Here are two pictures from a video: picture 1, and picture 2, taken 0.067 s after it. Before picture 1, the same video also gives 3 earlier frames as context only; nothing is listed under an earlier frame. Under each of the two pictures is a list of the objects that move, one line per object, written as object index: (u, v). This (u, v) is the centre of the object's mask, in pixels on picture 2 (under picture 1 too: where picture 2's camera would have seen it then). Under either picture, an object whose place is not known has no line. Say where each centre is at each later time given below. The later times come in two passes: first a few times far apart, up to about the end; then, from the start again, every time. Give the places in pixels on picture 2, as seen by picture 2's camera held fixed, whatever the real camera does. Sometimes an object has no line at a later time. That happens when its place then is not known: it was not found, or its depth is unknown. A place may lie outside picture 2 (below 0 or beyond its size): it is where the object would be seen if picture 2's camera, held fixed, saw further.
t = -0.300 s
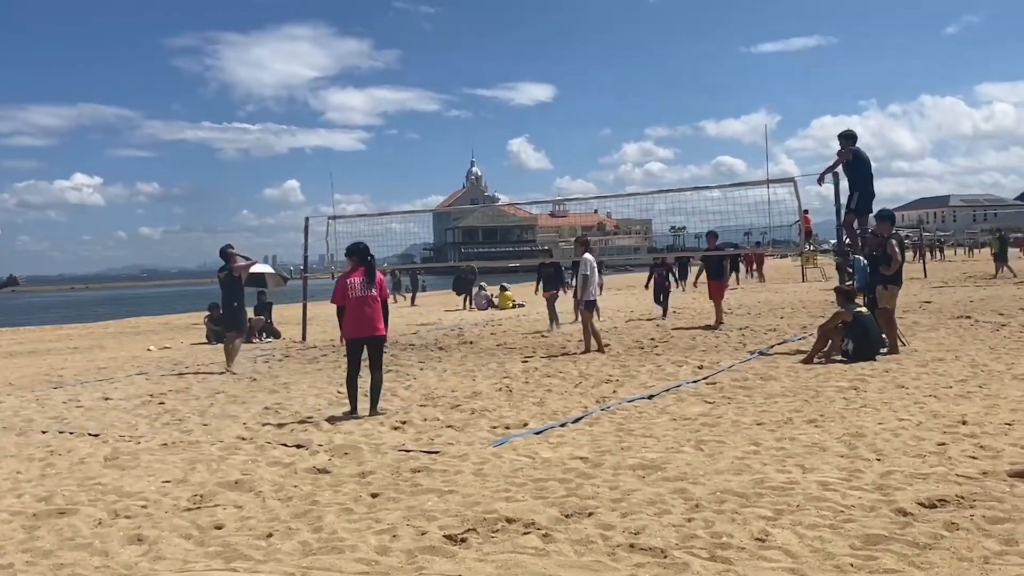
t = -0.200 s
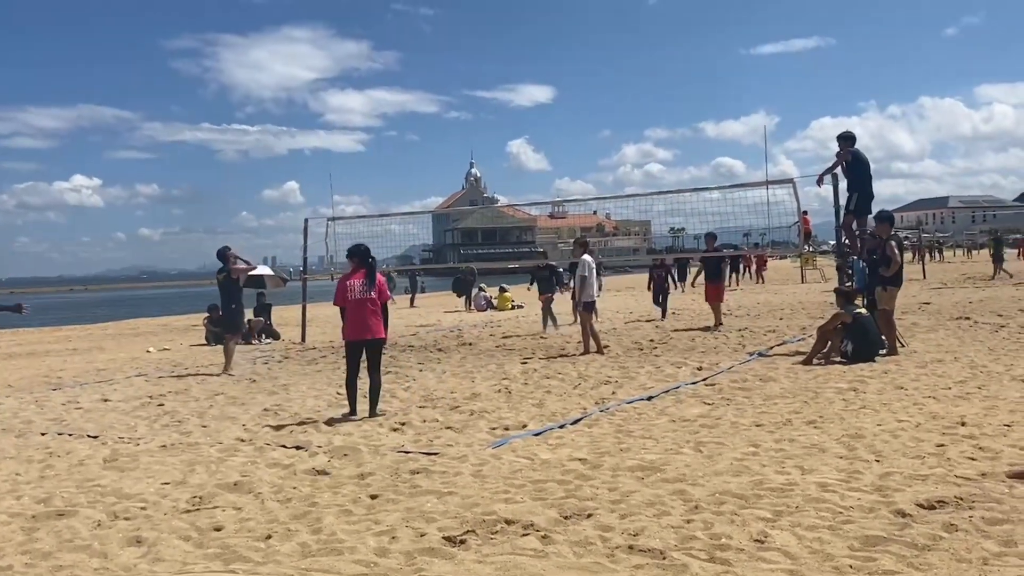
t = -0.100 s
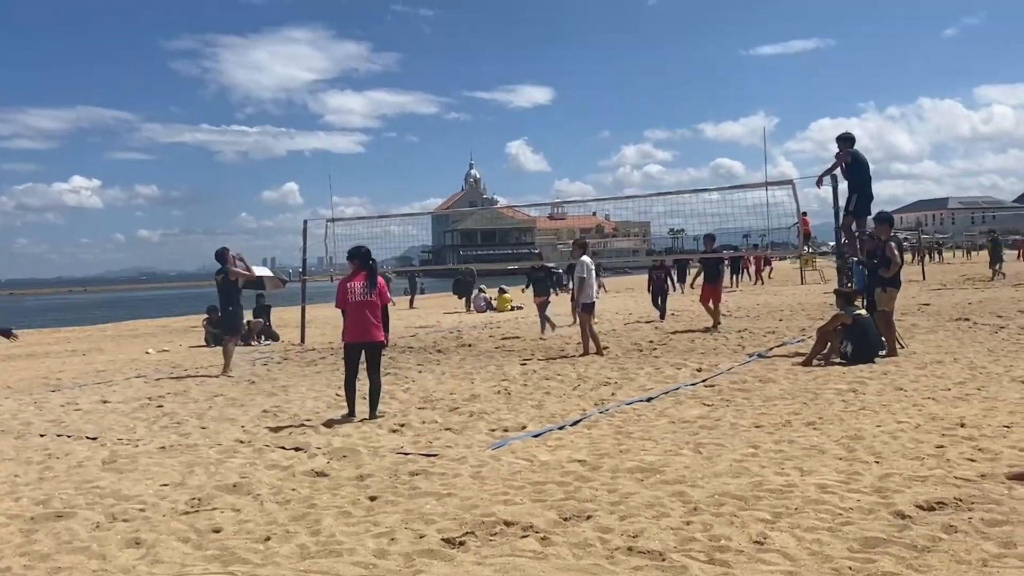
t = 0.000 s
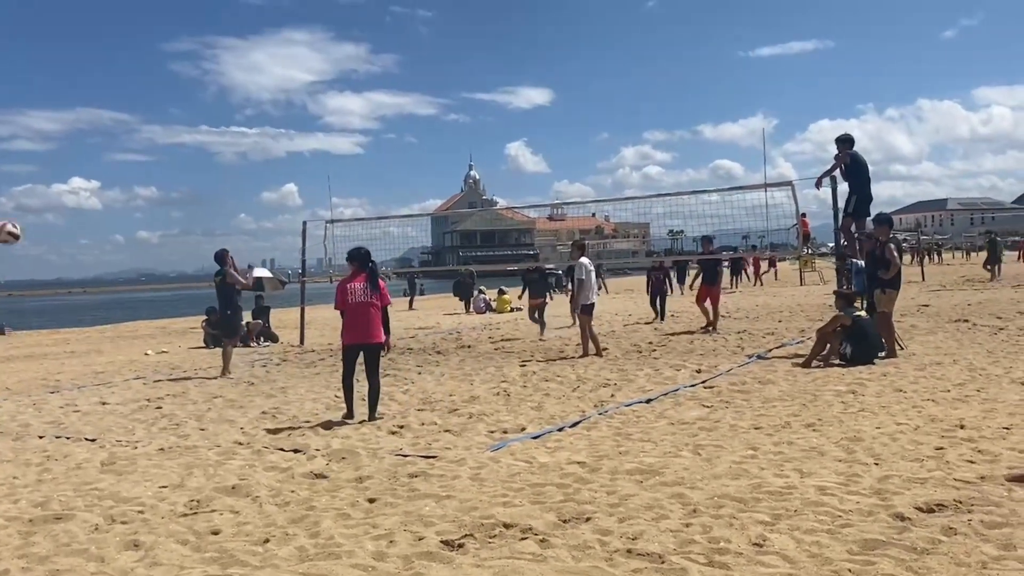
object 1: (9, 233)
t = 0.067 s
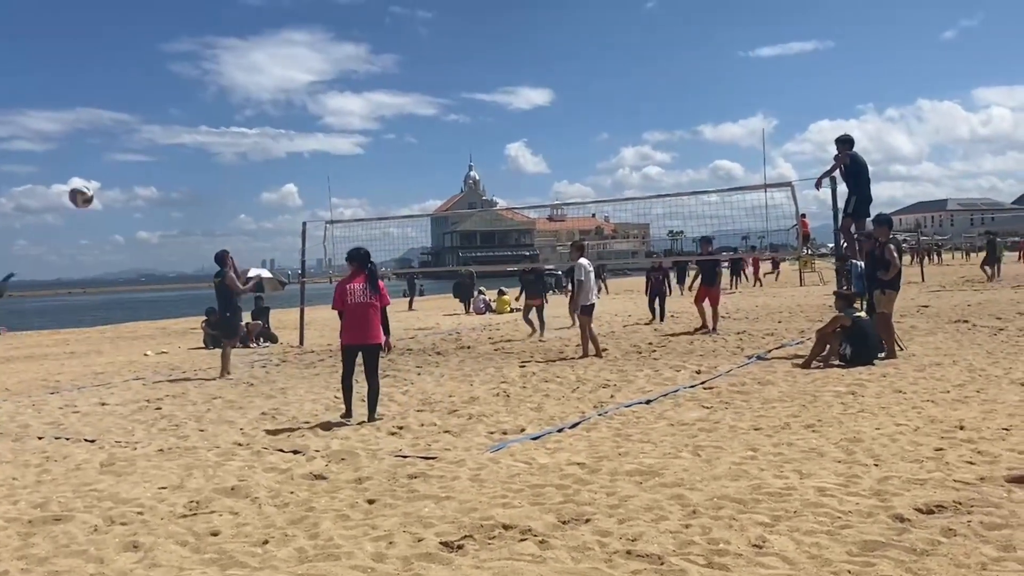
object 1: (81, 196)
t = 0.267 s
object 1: (258, 126)
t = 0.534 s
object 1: (425, 105)
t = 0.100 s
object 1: (115, 180)
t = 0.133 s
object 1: (147, 167)
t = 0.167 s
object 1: (177, 154)
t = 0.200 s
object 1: (205, 144)
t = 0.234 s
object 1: (232, 134)
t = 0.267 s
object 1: (258, 126)
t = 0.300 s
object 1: (283, 120)
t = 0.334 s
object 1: (306, 114)
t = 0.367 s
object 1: (328, 111)
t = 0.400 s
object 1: (349, 107)
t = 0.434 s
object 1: (370, 105)
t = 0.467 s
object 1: (389, 104)
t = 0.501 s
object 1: (407, 105)
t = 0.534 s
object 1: (425, 105)
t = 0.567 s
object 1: (441, 107)
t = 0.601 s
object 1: (457, 109)
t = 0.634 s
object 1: (473, 112)
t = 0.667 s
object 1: (488, 116)
